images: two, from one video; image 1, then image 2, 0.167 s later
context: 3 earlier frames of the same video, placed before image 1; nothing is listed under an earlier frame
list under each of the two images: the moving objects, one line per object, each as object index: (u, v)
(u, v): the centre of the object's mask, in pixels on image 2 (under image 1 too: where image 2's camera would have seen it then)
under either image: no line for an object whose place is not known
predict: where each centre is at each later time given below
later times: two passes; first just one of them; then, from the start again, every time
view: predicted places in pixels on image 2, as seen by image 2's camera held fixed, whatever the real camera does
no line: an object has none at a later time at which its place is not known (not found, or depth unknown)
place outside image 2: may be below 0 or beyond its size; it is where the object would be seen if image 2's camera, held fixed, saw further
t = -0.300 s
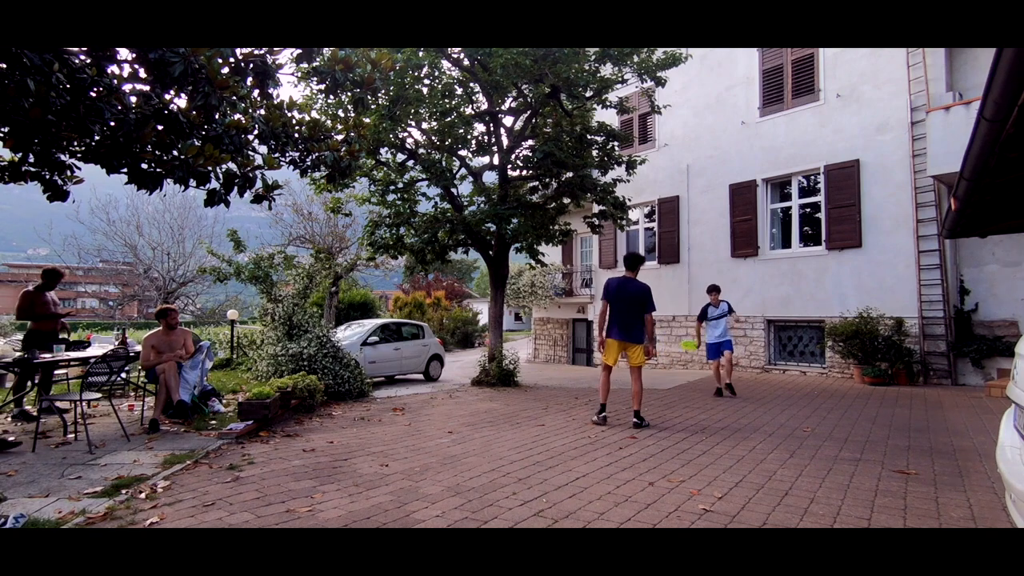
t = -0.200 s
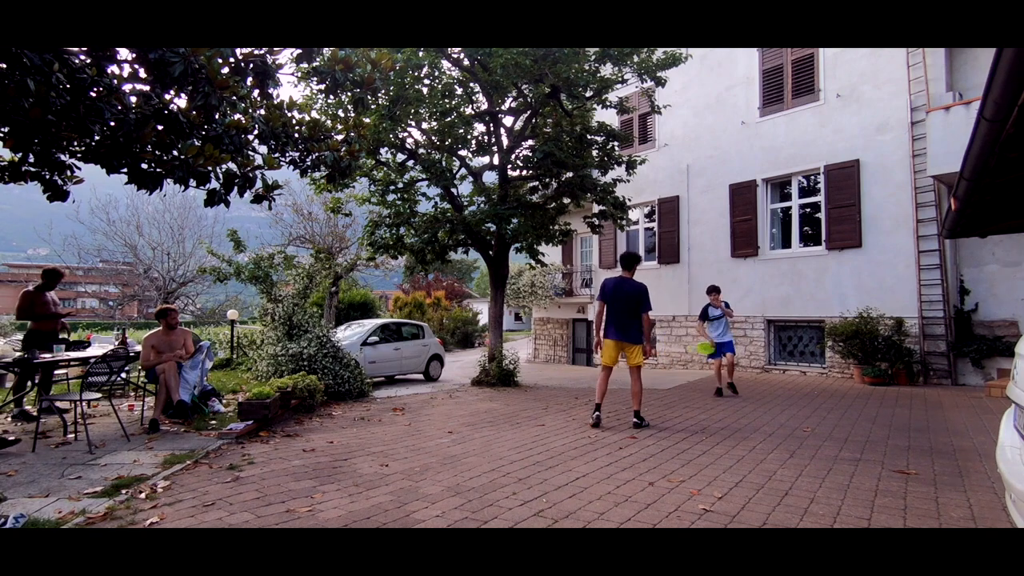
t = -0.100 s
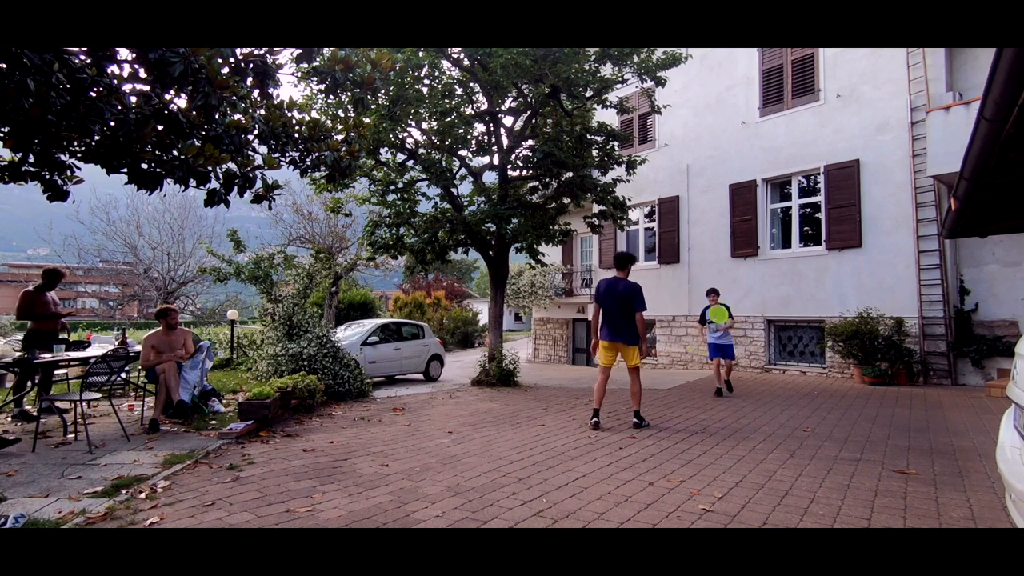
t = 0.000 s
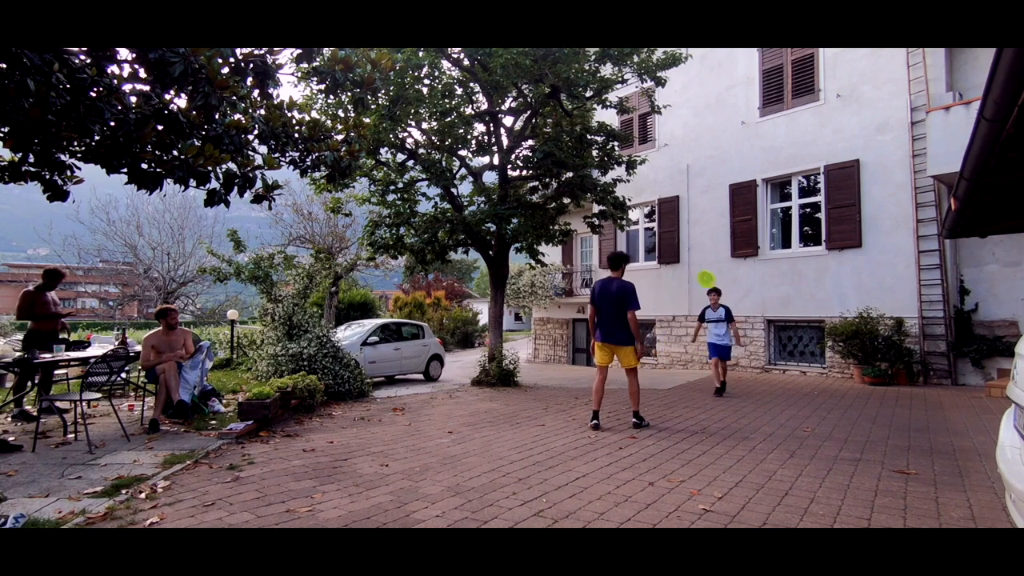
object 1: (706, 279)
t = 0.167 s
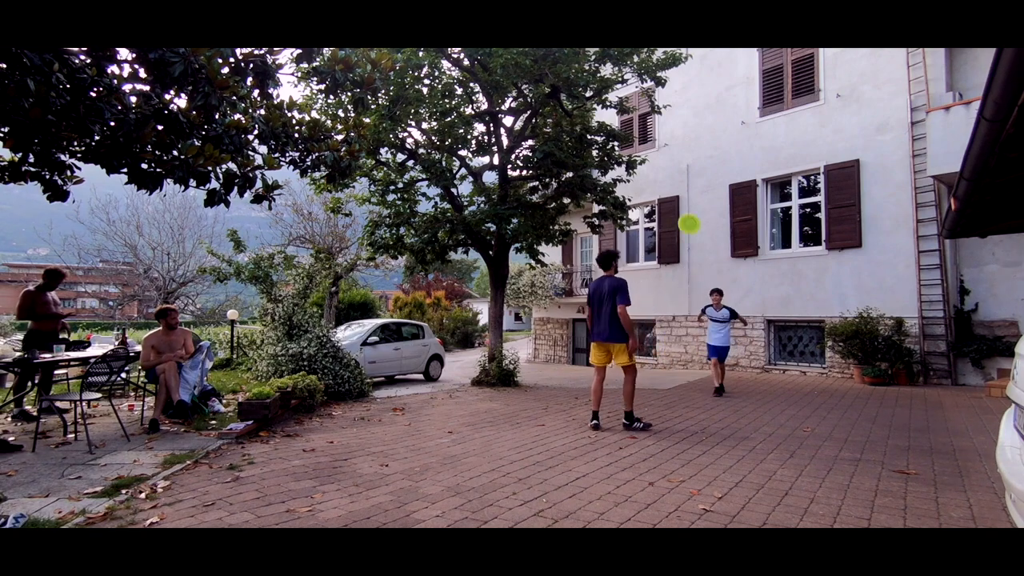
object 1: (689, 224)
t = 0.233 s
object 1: (683, 204)
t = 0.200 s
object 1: (686, 214)
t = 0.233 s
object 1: (683, 204)
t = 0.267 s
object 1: (680, 196)
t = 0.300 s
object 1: (678, 187)
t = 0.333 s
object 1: (676, 178)
